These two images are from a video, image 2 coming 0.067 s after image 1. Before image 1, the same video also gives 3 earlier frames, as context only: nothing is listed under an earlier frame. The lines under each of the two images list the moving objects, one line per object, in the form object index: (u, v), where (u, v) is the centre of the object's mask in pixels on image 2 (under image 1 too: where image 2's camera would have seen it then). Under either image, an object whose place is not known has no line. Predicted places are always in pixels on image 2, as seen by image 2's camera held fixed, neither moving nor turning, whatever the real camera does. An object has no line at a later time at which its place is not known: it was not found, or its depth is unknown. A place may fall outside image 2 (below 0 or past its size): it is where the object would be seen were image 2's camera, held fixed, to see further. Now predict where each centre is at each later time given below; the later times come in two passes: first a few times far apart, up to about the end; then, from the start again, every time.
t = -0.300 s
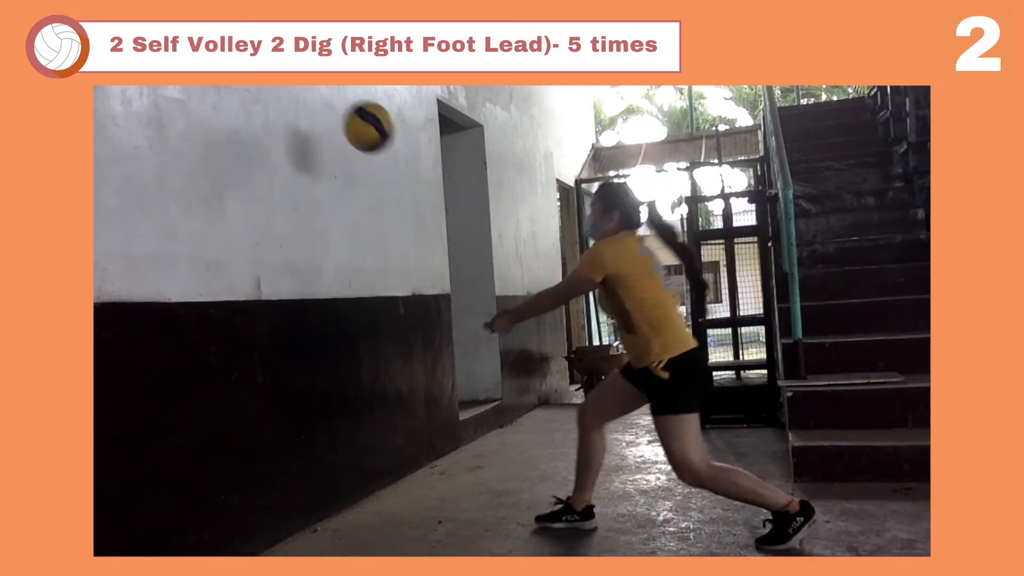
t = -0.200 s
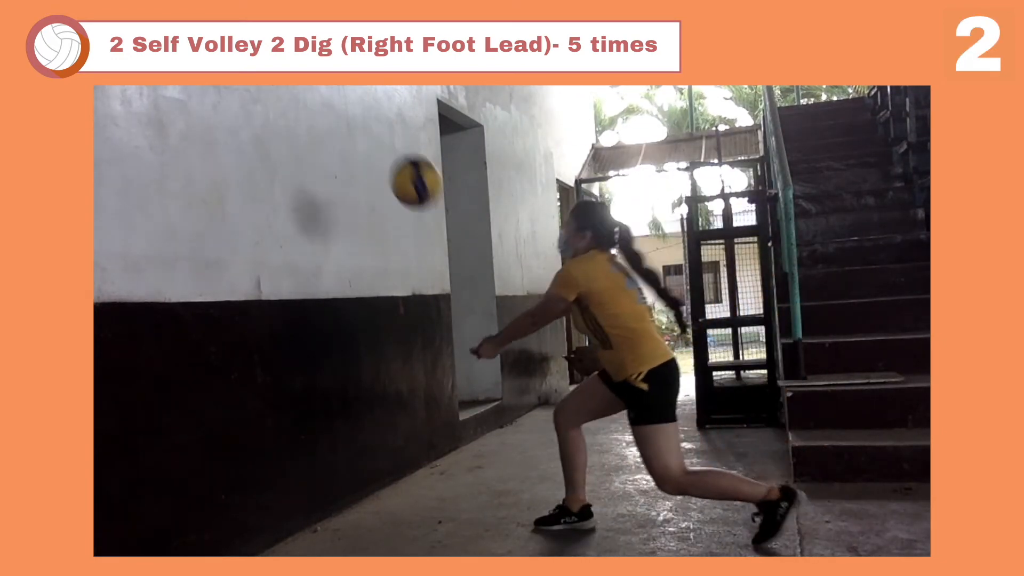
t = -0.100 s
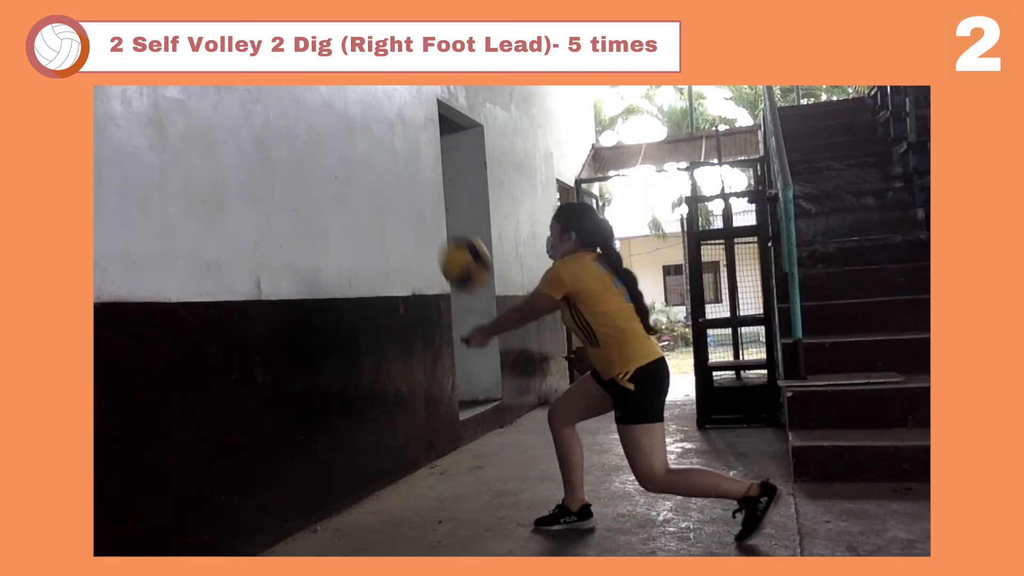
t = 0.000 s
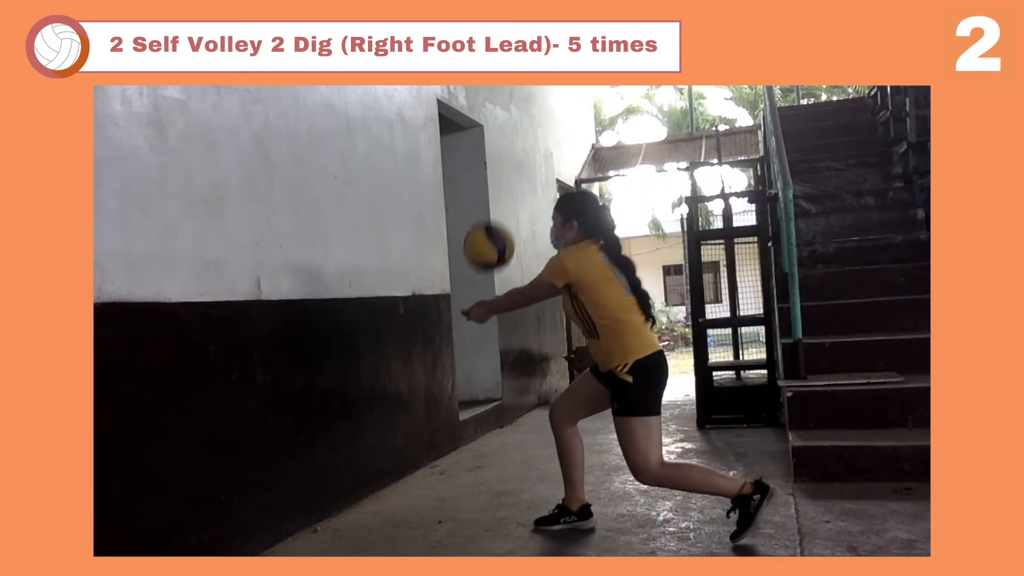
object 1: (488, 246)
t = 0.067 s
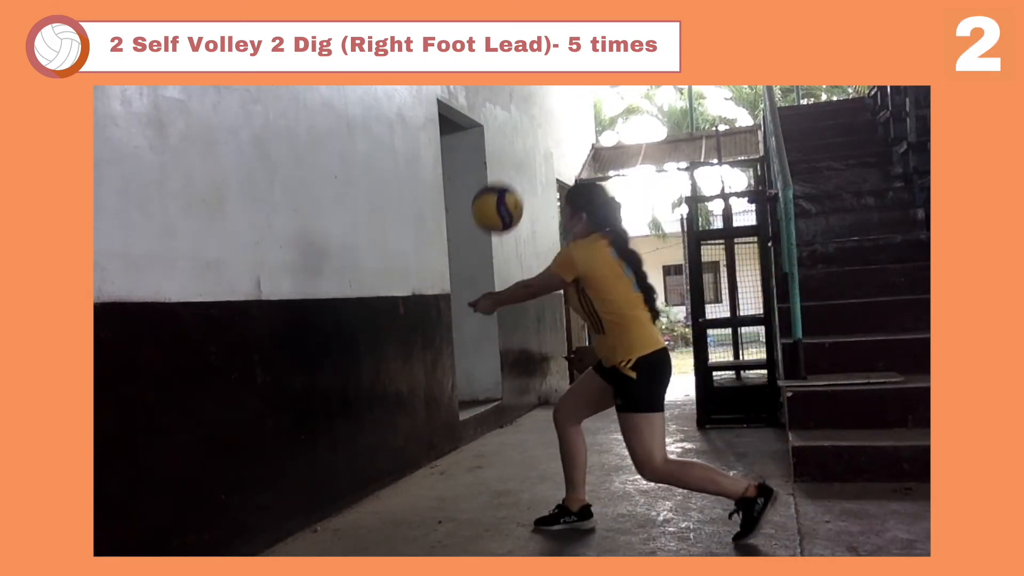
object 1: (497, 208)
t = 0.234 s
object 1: (521, 154)
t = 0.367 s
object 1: (545, 157)
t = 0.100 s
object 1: (501, 192)
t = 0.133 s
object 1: (506, 179)
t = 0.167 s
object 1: (511, 168)
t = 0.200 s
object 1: (516, 160)
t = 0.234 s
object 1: (521, 154)
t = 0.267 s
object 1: (527, 151)
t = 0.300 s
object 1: (533, 150)
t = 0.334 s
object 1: (539, 152)
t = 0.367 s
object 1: (545, 157)
